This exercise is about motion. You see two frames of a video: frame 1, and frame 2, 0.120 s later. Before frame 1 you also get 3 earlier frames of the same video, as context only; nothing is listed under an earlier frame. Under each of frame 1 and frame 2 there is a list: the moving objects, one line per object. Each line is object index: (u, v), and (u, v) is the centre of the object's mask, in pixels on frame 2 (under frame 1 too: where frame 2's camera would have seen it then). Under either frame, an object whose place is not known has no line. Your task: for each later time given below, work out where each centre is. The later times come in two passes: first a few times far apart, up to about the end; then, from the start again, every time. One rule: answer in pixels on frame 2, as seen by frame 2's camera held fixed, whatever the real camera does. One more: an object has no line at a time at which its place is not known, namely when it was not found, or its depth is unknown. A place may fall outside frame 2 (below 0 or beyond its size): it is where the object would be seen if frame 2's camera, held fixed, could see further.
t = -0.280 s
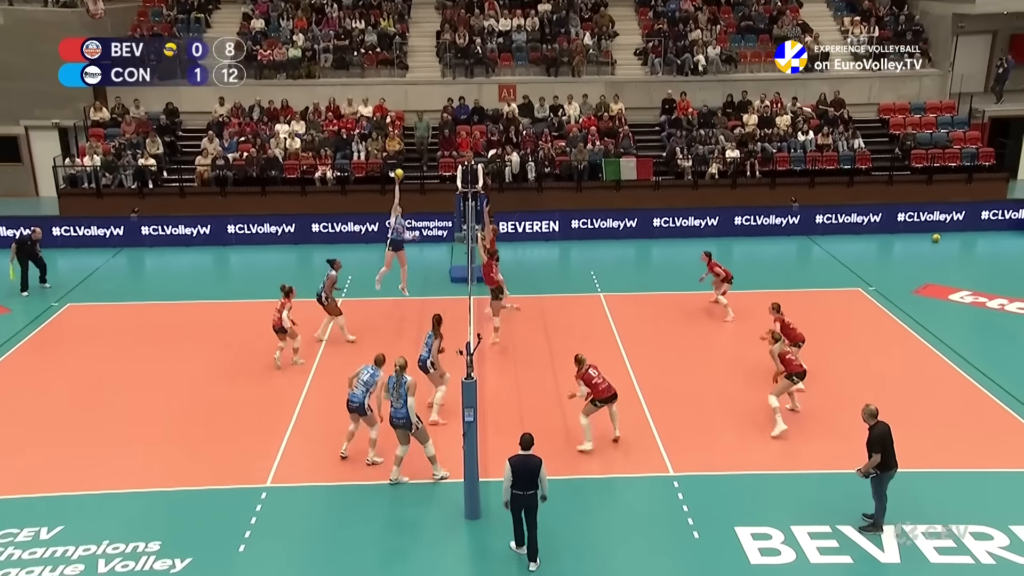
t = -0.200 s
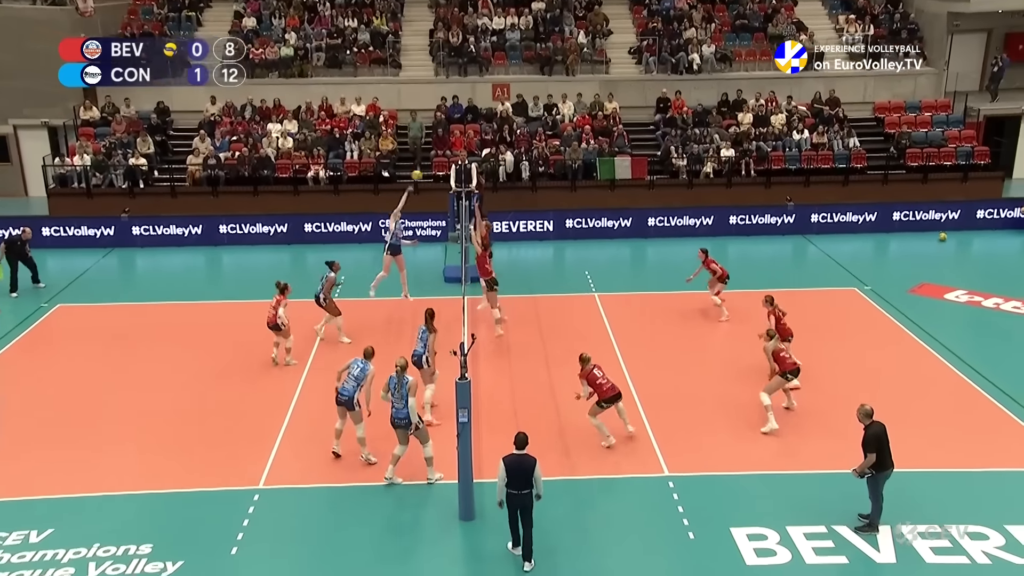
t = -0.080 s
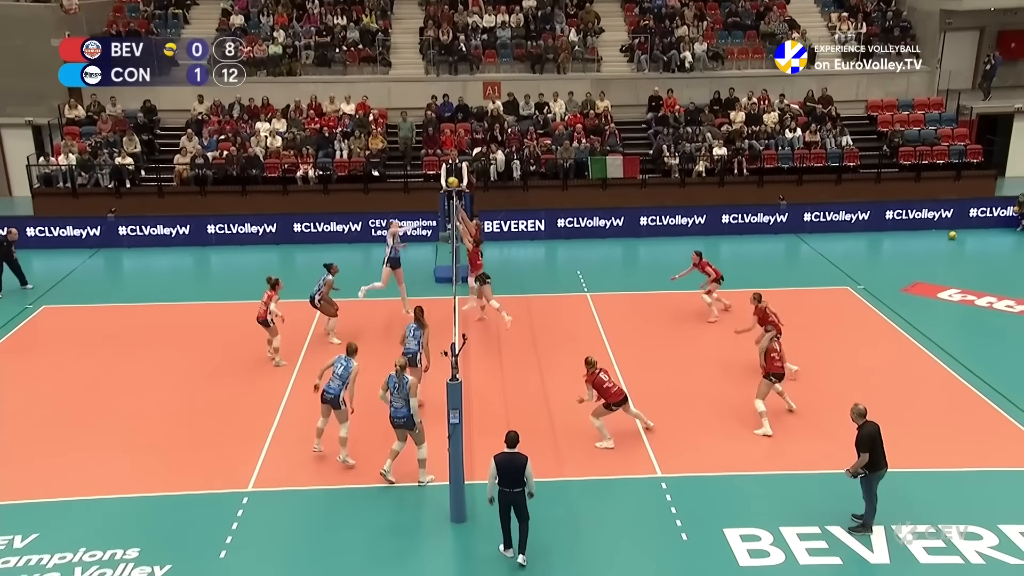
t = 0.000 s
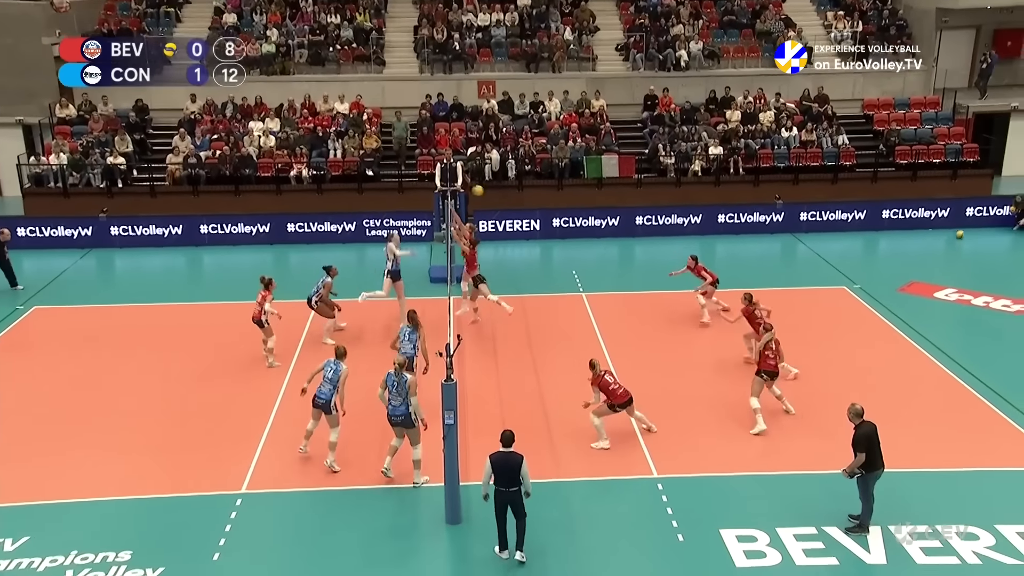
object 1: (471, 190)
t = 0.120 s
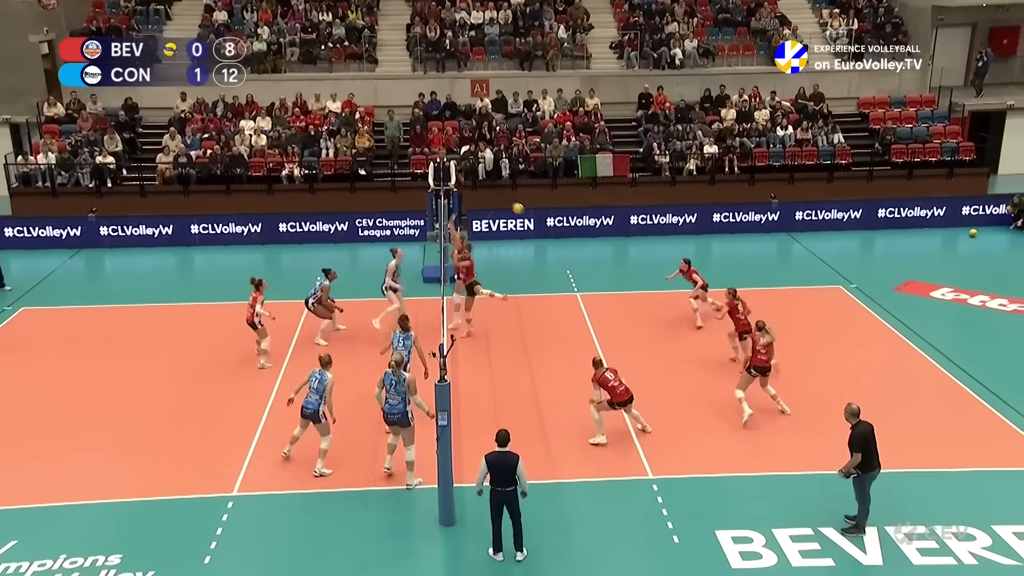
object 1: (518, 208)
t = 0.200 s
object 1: (548, 225)
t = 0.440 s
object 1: (640, 289)
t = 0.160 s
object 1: (533, 216)
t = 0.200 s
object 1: (548, 225)
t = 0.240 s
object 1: (564, 233)
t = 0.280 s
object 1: (579, 242)
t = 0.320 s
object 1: (595, 253)
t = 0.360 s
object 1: (609, 263)
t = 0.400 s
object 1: (625, 276)
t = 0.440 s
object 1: (640, 289)
